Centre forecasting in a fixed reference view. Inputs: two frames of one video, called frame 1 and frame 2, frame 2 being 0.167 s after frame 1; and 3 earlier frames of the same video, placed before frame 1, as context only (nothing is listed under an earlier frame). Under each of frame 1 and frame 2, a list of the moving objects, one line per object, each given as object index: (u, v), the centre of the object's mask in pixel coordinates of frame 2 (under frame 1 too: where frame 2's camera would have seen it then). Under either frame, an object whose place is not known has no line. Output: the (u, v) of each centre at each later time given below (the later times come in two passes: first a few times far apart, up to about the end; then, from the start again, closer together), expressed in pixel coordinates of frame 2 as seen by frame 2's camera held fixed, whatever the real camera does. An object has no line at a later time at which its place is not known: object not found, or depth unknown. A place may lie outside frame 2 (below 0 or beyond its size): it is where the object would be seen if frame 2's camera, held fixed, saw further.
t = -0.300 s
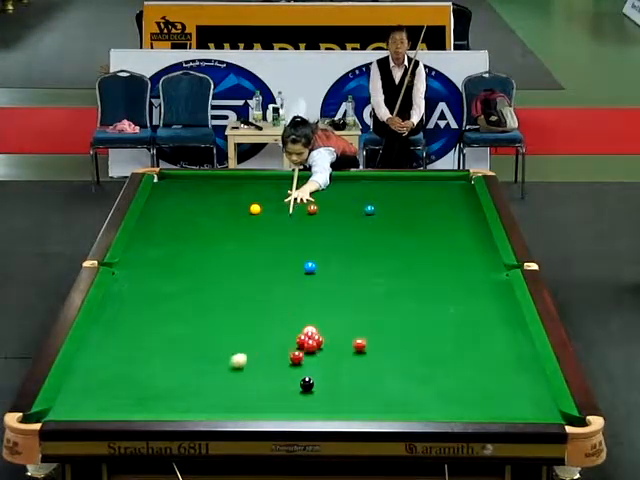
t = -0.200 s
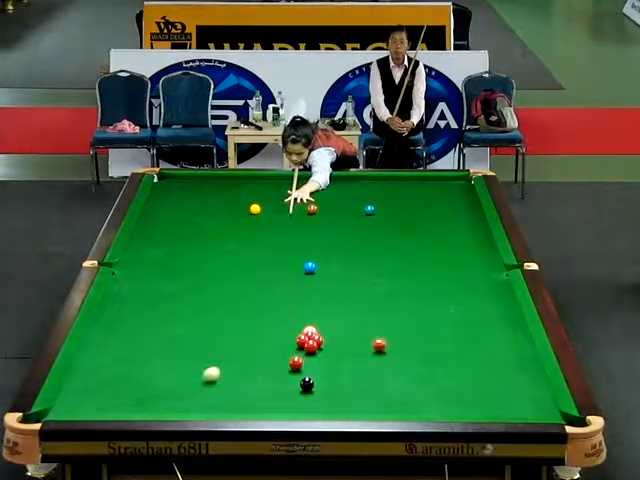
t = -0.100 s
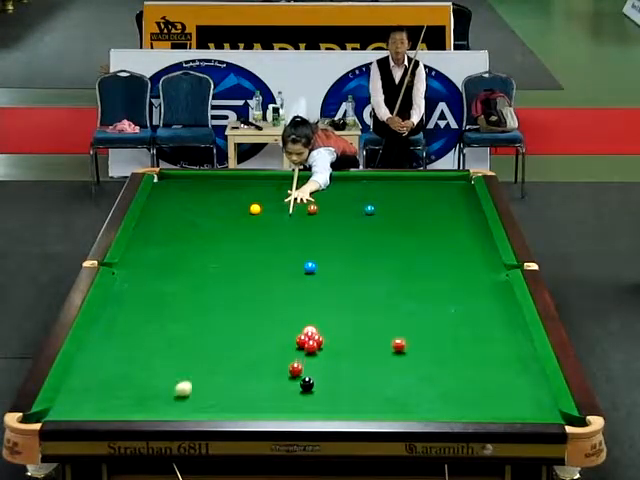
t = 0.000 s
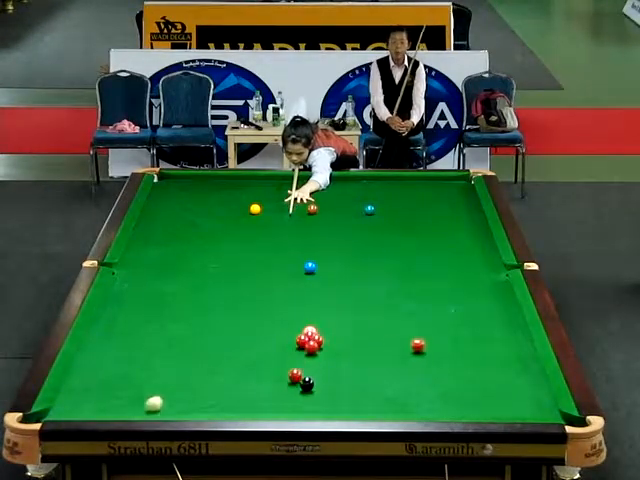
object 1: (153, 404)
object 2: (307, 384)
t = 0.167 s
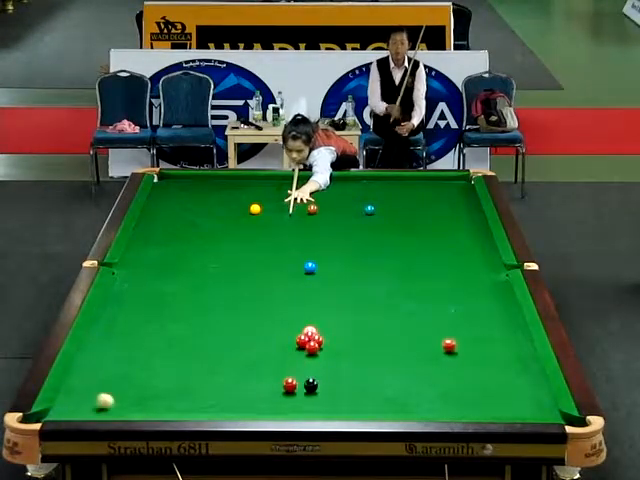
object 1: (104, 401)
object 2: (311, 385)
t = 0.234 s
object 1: (85, 394)
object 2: (313, 386)
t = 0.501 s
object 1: (118, 368)
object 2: (323, 389)
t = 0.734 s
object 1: (167, 348)
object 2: (332, 392)
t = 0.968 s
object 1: (213, 330)
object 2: (339, 394)
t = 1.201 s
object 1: (254, 313)
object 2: (345, 396)
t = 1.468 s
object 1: (298, 295)
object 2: (351, 397)
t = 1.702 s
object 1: (332, 281)
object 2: (355, 398)
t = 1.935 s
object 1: (364, 269)
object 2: (358, 399)
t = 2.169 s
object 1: (393, 257)
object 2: (360, 400)
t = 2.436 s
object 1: (425, 243)
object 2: (361, 400)
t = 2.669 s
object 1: (450, 233)
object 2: (362, 400)
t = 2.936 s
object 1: (476, 222)
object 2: (361, 400)
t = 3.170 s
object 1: (468, 215)
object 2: (361, 400)
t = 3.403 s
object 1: (454, 208)
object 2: (361, 400)
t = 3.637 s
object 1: (440, 203)
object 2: (361, 400)
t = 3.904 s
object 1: (426, 196)
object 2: (361, 400)
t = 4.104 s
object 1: (416, 192)
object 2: (361, 400)
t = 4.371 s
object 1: (403, 186)
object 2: (361, 400)
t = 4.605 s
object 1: (392, 182)
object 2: (361, 400)
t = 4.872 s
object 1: (381, 177)
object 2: (361, 400)
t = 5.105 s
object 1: (376, 180)
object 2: (361, 400)
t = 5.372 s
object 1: (369, 182)
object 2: (361, 400)
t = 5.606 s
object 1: (365, 184)
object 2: (361, 400)
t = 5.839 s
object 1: (360, 186)
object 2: (361, 400)
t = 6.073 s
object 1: (356, 188)
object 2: (361, 400)
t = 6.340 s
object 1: (352, 190)
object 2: (361, 400)
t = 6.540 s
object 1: (348, 191)
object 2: (361, 400)
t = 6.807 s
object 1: (346, 192)
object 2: (361, 400)
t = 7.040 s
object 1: (344, 193)
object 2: (361, 400)
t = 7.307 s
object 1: (342, 194)
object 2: (361, 400)
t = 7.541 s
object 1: (341, 195)
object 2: (361, 400)
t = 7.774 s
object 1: (340, 195)
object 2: (361, 400)
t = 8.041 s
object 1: (340, 195)
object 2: (361, 400)
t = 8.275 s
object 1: (340, 195)
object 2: (361, 400)
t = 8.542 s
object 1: (340, 195)
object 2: (361, 400)
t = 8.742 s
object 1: (340, 195)
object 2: (361, 400)
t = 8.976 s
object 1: (340, 195)
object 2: (361, 400)
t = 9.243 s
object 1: (340, 195)
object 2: (361, 400)
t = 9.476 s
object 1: (340, 195)
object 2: (361, 400)
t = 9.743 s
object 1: (340, 195)
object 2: (361, 400)
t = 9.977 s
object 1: (340, 195)
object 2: (361, 400)
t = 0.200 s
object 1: (95, 397)
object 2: (312, 385)
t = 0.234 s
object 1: (85, 394)
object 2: (313, 386)
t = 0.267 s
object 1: (77, 391)
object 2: (314, 386)
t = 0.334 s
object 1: (76, 384)
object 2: (317, 387)
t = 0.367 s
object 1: (85, 381)
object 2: (318, 388)
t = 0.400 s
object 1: (95, 378)
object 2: (320, 388)
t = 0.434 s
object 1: (103, 374)
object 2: (321, 389)
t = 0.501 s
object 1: (118, 368)
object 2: (323, 389)
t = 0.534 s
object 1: (126, 366)
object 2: (325, 389)
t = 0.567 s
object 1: (133, 362)
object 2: (326, 390)
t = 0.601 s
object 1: (140, 360)
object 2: (327, 390)
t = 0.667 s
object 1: (154, 354)
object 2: (329, 391)
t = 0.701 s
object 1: (161, 351)
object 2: (330, 391)
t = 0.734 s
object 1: (167, 348)
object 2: (332, 392)
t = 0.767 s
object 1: (175, 346)
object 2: (332, 392)
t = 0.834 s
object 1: (188, 340)
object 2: (335, 393)
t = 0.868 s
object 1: (194, 338)
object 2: (335, 393)
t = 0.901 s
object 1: (201, 335)
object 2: (337, 393)
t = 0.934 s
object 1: (207, 333)
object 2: (338, 393)
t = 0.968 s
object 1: (213, 330)
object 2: (339, 394)
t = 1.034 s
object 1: (225, 325)
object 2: (340, 394)
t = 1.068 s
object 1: (231, 323)
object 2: (341, 395)
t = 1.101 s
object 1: (237, 320)
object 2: (342, 395)
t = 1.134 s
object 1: (243, 318)
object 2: (343, 395)
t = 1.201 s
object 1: (254, 313)
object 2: (345, 396)
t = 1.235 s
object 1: (260, 311)
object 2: (346, 396)
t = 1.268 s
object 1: (266, 308)
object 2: (347, 396)
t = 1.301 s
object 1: (271, 306)
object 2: (347, 396)
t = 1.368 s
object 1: (282, 302)
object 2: (349, 397)
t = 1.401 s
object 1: (287, 300)
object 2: (349, 397)
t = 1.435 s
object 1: (292, 297)
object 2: (350, 397)
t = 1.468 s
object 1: (298, 295)
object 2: (351, 397)
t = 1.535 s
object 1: (308, 291)
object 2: (352, 397)
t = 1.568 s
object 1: (312, 289)
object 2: (353, 398)
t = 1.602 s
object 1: (318, 287)
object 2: (353, 398)
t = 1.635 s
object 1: (322, 285)
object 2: (354, 398)
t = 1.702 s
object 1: (332, 281)
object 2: (355, 398)
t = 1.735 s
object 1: (337, 279)
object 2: (355, 399)
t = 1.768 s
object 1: (342, 278)
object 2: (356, 399)
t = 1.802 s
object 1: (346, 276)
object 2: (356, 399)
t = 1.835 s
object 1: (350, 274)
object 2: (357, 399)
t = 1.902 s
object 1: (360, 270)
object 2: (357, 399)
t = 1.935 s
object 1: (364, 269)
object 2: (358, 399)
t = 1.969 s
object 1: (368, 267)
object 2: (358, 399)
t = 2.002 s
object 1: (373, 265)
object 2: (359, 399)
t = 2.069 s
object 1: (381, 262)
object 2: (359, 400)
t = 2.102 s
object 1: (385, 260)
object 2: (360, 400)
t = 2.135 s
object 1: (390, 258)
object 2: (360, 400)
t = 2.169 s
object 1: (393, 257)
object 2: (360, 400)
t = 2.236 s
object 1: (402, 253)
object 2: (360, 400)
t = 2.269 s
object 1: (406, 251)
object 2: (361, 400)
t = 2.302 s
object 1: (409, 250)
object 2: (361, 400)
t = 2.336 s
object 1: (413, 248)
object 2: (361, 400)
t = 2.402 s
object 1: (421, 245)
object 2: (361, 400)
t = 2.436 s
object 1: (425, 243)
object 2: (361, 400)
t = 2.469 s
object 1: (428, 242)
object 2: (361, 400)
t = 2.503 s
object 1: (432, 240)
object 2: (361, 400)
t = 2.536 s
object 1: (436, 239)
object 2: (361, 400)
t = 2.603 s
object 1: (442, 236)
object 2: (361, 400)
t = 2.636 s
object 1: (446, 235)
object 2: (362, 400)
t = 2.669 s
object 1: (450, 233)
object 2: (362, 400)
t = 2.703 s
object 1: (454, 232)
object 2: (362, 400)
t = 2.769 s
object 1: (460, 229)
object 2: (362, 400)
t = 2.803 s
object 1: (463, 228)
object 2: (361, 400)
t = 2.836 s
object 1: (466, 226)
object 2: (361, 400)
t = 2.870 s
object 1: (470, 225)
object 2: (361, 400)
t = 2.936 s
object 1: (476, 222)
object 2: (361, 400)
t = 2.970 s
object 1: (479, 221)
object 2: (361, 400)
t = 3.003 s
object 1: (481, 220)
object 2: (361, 400)
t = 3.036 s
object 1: (478, 219)
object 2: (361, 400)
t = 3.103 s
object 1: (473, 217)
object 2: (361, 400)
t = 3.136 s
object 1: (470, 216)
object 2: (361, 400)
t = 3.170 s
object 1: (468, 215)
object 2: (361, 400)
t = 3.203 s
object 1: (466, 214)
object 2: (361, 400)
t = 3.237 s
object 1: (464, 213)
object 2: (361, 400)
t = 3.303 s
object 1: (460, 211)
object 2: (361, 400)
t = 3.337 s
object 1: (458, 210)
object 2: (361, 400)
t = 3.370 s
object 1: (456, 209)
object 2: (361, 400)
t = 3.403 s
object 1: (454, 208)
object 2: (361, 400)
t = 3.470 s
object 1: (450, 207)
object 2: (361, 400)
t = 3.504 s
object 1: (448, 206)
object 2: (361, 400)
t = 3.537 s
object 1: (446, 205)
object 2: (361, 400)
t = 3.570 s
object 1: (444, 204)
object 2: (361, 400)
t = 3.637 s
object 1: (440, 203)
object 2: (361, 400)
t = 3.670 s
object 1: (438, 202)
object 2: (361, 400)
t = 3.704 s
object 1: (437, 201)
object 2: (361, 400)
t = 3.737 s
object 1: (435, 200)
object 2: (361, 400)
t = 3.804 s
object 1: (431, 198)
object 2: (361, 400)
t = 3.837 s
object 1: (429, 198)
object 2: (361, 400)
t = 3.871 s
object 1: (428, 197)
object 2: (361, 400)
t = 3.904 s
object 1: (426, 196)
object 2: (361, 400)
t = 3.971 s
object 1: (422, 195)
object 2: (361, 400)
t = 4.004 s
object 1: (421, 194)
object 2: (361, 400)
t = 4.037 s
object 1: (419, 193)
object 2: (361, 400)
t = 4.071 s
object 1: (417, 192)
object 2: (361, 400)
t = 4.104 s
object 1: (416, 192)
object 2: (361, 400)
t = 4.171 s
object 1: (412, 190)
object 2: (361, 400)
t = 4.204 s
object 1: (411, 190)
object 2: (361, 400)
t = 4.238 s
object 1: (409, 189)
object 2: (361, 400)
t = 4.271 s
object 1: (407, 188)
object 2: (361, 400)
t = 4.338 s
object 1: (404, 187)
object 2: (361, 400)
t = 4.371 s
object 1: (403, 186)
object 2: (361, 400)
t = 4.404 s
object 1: (401, 186)
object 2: (361, 400)
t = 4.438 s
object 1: (400, 185)
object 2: (361, 400)
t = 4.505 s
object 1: (397, 184)
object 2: (361, 400)
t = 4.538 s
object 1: (395, 183)
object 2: (361, 400)
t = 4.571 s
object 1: (394, 182)
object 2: (361, 400)
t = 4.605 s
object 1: (392, 182)
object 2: (361, 400)
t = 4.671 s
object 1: (389, 181)
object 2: (361, 400)
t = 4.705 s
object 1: (388, 180)
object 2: (361, 400)
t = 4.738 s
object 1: (386, 179)
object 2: (361, 400)
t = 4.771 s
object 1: (385, 179)
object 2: (361, 400)
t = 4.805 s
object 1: (384, 178)
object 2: (361, 400)
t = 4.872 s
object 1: (381, 177)
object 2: (361, 400)
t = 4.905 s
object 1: (381, 178)
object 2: (361, 400)
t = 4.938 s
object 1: (379, 178)
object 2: (361, 400)
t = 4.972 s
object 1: (379, 178)
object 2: (361, 400)
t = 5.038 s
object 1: (377, 179)
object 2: (361, 400)
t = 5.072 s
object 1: (376, 179)
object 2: (361, 400)
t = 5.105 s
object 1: (376, 180)
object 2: (361, 400)
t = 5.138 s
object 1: (375, 180)
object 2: (361, 400)
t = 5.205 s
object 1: (373, 181)
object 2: (361, 400)
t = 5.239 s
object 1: (373, 181)
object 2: (361, 400)
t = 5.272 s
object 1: (372, 181)
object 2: (361, 400)
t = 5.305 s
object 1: (371, 182)
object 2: (361, 400)
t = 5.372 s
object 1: (369, 182)
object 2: (361, 400)
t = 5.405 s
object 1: (369, 183)
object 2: (361, 400)
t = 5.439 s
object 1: (368, 183)
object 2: (361, 400)
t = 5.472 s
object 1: (367, 183)
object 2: (361, 400)
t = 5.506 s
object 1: (367, 184)
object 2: (361, 400)
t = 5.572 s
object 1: (365, 184)
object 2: (361, 400)
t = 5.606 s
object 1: (365, 184)
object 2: (361, 400)
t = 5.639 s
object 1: (364, 185)
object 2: (361, 400)
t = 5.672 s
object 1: (363, 185)
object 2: (361, 400)
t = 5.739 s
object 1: (362, 185)
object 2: (361, 400)
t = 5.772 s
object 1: (361, 186)
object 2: (361, 400)
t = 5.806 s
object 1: (361, 186)
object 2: (361, 400)
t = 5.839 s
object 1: (360, 186)
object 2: (361, 400)
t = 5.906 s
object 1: (359, 187)
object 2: (361, 400)
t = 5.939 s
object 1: (358, 187)
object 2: (361, 400)
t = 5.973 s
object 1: (357, 187)
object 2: (361, 400)
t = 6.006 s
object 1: (357, 188)
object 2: (361, 400)
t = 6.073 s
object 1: (356, 188)
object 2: (361, 400)
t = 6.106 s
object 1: (356, 188)
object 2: (361, 400)
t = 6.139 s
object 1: (355, 189)
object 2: (361, 400)
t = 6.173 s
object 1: (354, 189)
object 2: (361, 400)
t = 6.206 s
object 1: (353, 189)
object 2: (361, 400)
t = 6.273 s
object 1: (353, 189)
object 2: (361, 400)
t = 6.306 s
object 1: (352, 189)
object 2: (361, 400)
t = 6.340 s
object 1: (352, 190)
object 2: (361, 400)
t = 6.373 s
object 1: (351, 190)
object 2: (361, 400)
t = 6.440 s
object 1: (350, 190)
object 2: (361, 400)
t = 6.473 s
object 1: (349, 191)
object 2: (361, 400)
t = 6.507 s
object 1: (349, 191)
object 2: (361, 400)
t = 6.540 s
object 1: (348, 191)
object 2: (361, 400)
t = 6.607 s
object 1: (348, 191)
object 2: (361, 400)
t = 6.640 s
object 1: (347, 192)
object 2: (361, 400)
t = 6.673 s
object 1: (347, 192)
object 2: (361, 400)
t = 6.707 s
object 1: (346, 192)
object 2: (361, 400)
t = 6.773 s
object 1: (346, 192)
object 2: (361, 400)
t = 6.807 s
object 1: (346, 192)
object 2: (361, 400)
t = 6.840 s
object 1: (346, 192)
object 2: (361, 400)
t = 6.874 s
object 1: (345, 193)
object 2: (361, 400)
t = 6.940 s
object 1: (345, 193)
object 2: (361, 400)
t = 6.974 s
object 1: (344, 193)
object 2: (361, 400)
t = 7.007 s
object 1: (344, 193)
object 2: (361, 400)
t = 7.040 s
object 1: (344, 193)
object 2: (361, 400)
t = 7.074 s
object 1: (343, 194)
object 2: (361, 400)
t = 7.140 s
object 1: (343, 194)
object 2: (361, 400)
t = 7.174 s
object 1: (343, 194)
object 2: (361, 400)
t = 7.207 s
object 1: (342, 194)
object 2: (361, 400)
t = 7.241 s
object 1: (342, 194)
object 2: (361, 400)
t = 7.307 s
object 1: (342, 194)
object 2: (361, 400)
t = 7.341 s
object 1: (342, 194)
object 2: (361, 400)
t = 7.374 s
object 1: (341, 194)
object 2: (361, 400)
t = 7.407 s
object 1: (341, 194)
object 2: (361, 400)
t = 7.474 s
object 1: (341, 195)
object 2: (361, 400)
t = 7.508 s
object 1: (341, 195)
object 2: (361, 400)
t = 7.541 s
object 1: (341, 195)
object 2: (361, 400)
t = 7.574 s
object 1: (340, 195)
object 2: (361, 400)
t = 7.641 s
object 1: (340, 195)
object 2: (361, 400)
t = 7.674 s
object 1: (340, 195)
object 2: (361, 400)
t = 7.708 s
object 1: (340, 195)
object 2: (361, 400)
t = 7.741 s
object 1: (340, 195)
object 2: (361, 400)
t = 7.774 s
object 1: (340, 195)
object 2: (361, 400)
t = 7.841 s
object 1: (340, 195)
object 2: (361, 400)
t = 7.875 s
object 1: (340, 195)
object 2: (361, 400)
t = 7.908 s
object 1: (340, 195)
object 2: (361, 400)
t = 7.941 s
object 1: (340, 195)
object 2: (361, 400)
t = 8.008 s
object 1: (340, 195)
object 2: (361, 400)
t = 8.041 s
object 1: (340, 195)
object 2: (361, 400)
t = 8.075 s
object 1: (340, 195)
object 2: (361, 400)
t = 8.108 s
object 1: (340, 195)
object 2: (361, 400)
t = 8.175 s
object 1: (340, 195)
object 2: (361, 400)
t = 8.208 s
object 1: (340, 195)
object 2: (361, 400)
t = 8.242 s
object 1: (340, 195)
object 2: (361, 400)
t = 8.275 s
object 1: (340, 195)
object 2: (361, 400)
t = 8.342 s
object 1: (340, 195)
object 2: (361, 400)
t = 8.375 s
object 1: (340, 195)
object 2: (361, 400)
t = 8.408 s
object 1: (340, 195)
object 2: (361, 400)
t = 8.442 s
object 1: (340, 195)
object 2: (361, 400)
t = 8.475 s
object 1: (340, 195)
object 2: (361, 400)
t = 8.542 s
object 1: (340, 195)
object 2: (361, 400)
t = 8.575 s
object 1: (340, 195)
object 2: (361, 400)
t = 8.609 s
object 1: (340, 195)
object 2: (361, 400)
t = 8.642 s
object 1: (340, 195)
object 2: (361, 400)
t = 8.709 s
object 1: (340, 195)
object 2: (361, 400)
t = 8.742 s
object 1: (340, 195)
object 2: (361, 400)
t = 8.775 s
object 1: (340, 195)
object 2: (361, 400)
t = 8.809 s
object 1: (340, 195)
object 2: (361, 400)
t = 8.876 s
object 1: (340, 195)
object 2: (361, 400)
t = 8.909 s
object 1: (340, 195)
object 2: (361, 400)
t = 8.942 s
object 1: (340, 195)
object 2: (361, 400)
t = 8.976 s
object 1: (340, 195)
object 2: (361, 400)
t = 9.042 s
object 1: (340, 195)
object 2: (361, 400)
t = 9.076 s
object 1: (340, 195)
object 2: (361, 400)
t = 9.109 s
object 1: (340, 195)
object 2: (361, 400)
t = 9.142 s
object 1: (340, 195)
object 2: (361, 400)
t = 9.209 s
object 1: (340, 195)
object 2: (361, 400)
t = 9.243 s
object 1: (340, 195)
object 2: (361, 400)
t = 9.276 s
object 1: (340, 195)
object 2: (361, 400)
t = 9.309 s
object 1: (340, 195)
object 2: (361, 400)
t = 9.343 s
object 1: (340, 195)
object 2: (361, 400)
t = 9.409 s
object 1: (340, 195)
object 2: (361, 400)
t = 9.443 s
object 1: (340, 195)
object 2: (361, 400)
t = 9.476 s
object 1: (340, 195)
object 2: (361, 400)
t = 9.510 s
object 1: (340, 195)
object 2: (361, 400)
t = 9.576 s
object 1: (340, 195)
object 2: (361, 400)
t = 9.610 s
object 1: (340, 195)
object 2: (361, 400)
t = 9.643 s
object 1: (340, 195)
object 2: (361, 400)
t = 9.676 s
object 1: (340, 195)
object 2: (361, 400)
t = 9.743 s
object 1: (340, 195)
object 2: (361, 400)
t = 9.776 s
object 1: (340, 195)
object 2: (361, 400)
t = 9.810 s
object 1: (340, 195)
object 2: (361, 400)
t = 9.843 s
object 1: (340, 195)
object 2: (361, 400)
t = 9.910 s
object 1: (340, 195)
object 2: (361, 400)
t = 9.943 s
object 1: (340, 195)
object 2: (361, 400)
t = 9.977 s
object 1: (340, 195)
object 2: (361, 400)
